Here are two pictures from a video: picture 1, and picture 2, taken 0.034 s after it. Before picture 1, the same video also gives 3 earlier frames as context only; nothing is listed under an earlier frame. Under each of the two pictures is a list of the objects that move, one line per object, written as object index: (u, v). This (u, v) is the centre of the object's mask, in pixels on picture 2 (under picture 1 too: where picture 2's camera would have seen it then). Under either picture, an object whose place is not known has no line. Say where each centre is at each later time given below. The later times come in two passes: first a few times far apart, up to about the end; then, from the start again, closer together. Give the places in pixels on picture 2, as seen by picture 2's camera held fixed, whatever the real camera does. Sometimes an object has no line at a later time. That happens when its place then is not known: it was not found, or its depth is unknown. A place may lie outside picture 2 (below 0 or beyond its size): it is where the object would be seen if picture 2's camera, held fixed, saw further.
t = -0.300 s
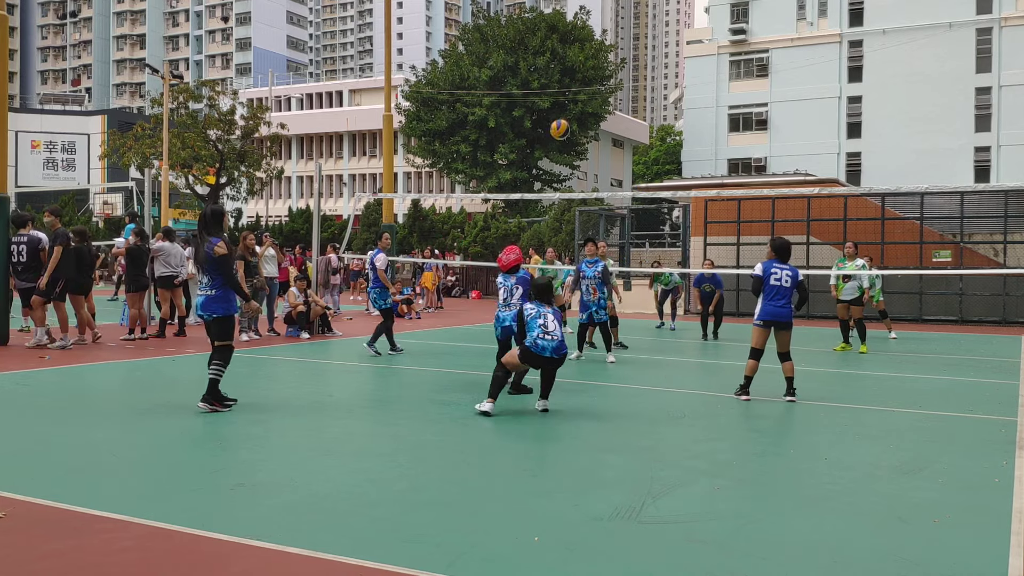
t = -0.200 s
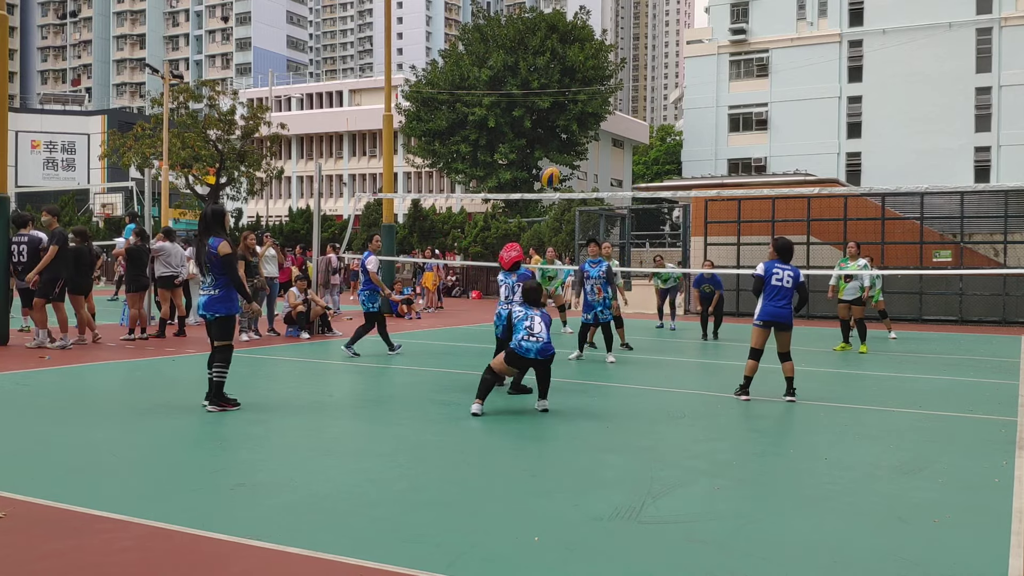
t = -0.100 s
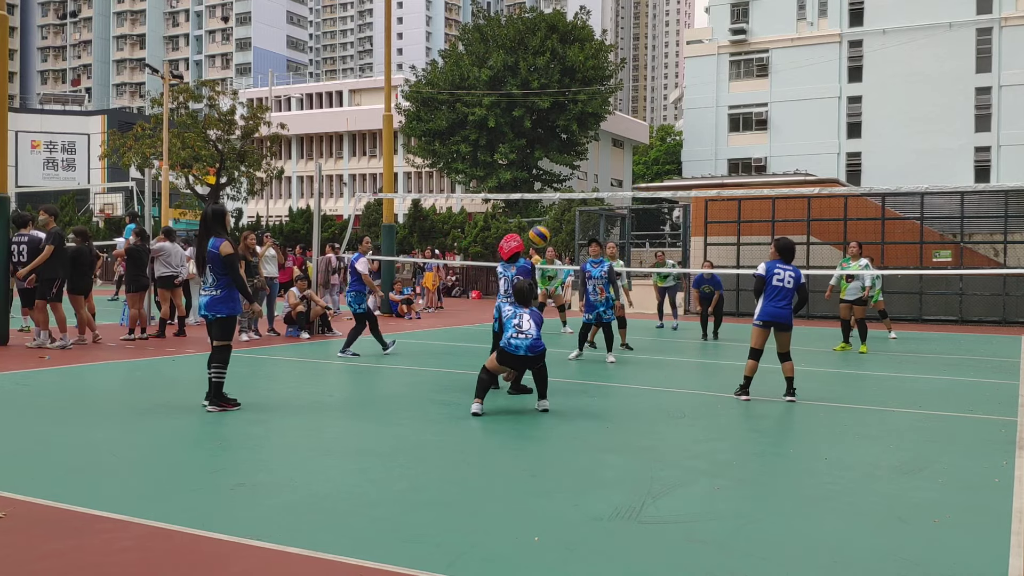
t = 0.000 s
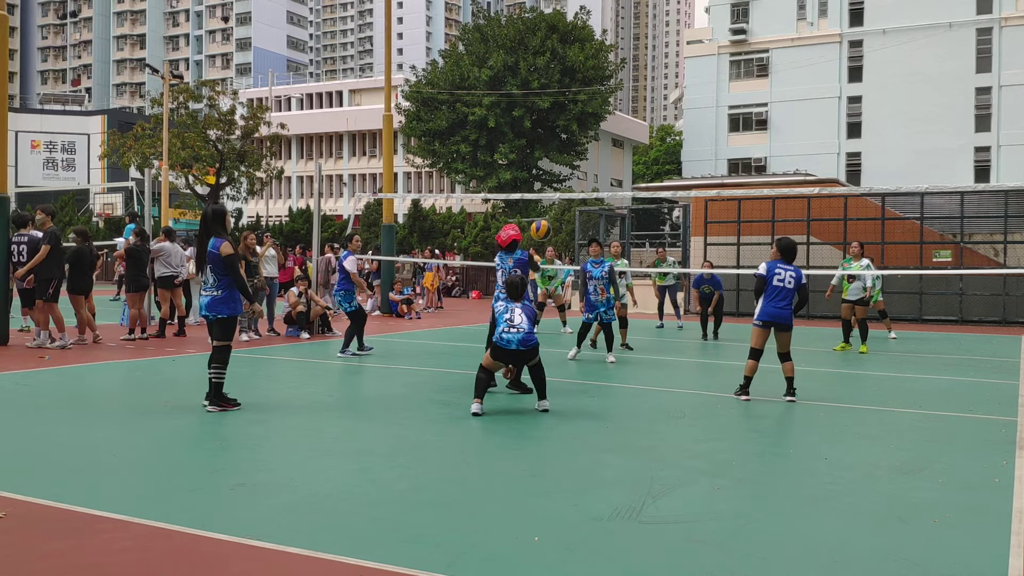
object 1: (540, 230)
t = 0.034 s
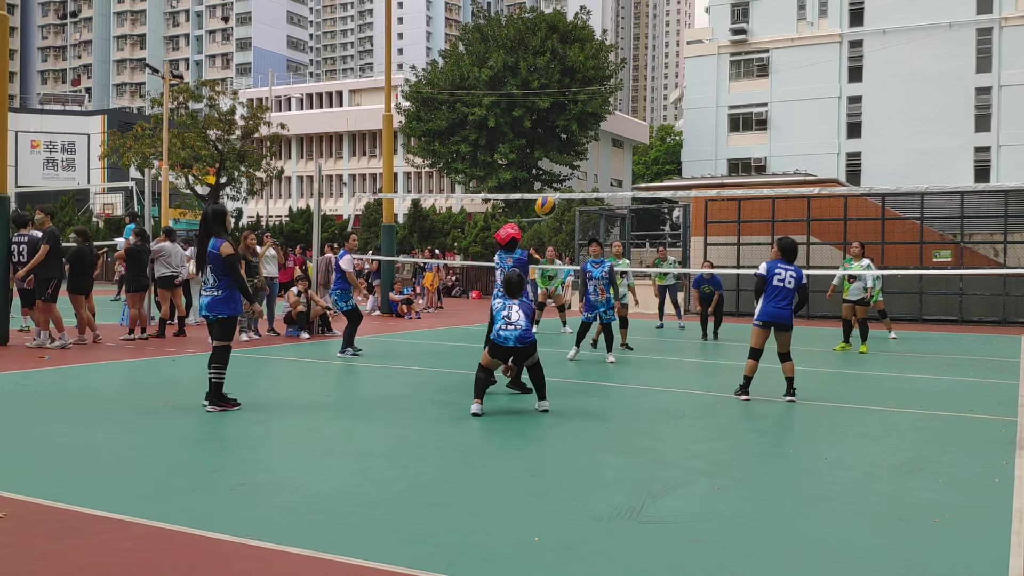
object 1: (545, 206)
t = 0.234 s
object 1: (572, 90)
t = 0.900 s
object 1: (639, 11)
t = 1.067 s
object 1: (652, 56)
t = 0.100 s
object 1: (554, 162)
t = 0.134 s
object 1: (559, 142)
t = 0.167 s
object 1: (564, 124)
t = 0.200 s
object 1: (567, 106)
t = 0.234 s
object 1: (572, 90)
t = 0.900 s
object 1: (639, 11)
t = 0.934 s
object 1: (641, 18)
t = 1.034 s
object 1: (649, 45)
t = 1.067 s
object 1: (652, 56)
